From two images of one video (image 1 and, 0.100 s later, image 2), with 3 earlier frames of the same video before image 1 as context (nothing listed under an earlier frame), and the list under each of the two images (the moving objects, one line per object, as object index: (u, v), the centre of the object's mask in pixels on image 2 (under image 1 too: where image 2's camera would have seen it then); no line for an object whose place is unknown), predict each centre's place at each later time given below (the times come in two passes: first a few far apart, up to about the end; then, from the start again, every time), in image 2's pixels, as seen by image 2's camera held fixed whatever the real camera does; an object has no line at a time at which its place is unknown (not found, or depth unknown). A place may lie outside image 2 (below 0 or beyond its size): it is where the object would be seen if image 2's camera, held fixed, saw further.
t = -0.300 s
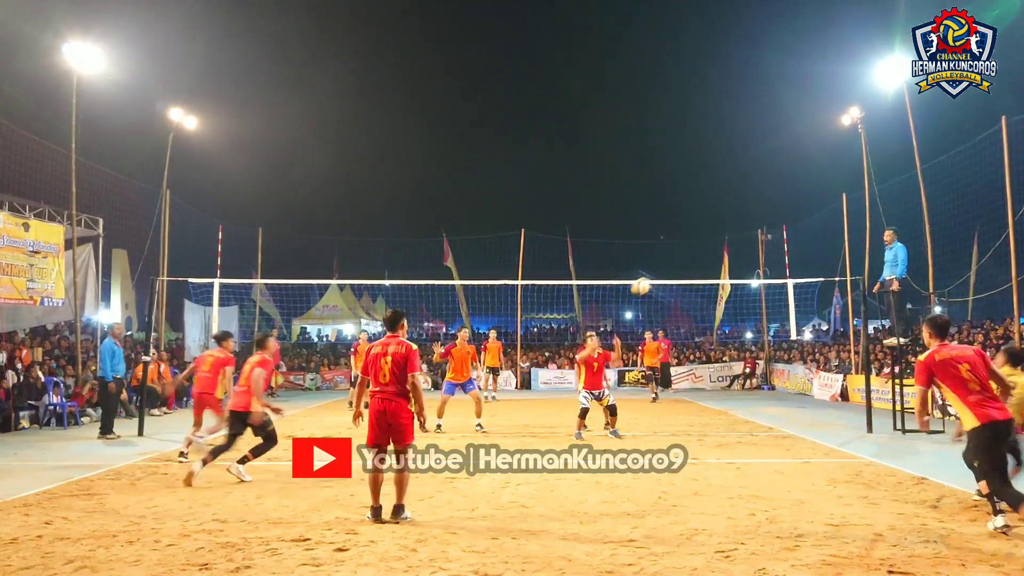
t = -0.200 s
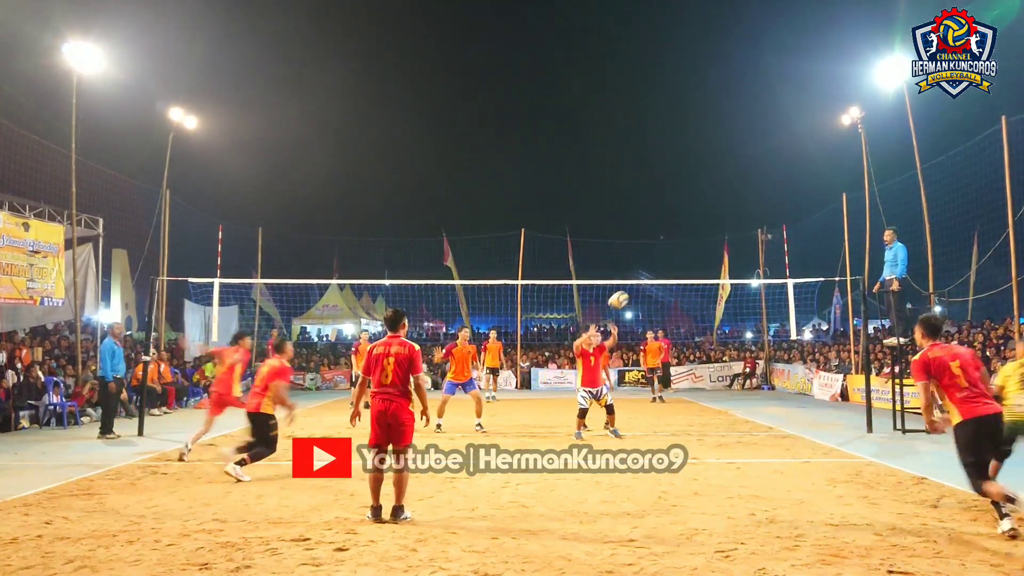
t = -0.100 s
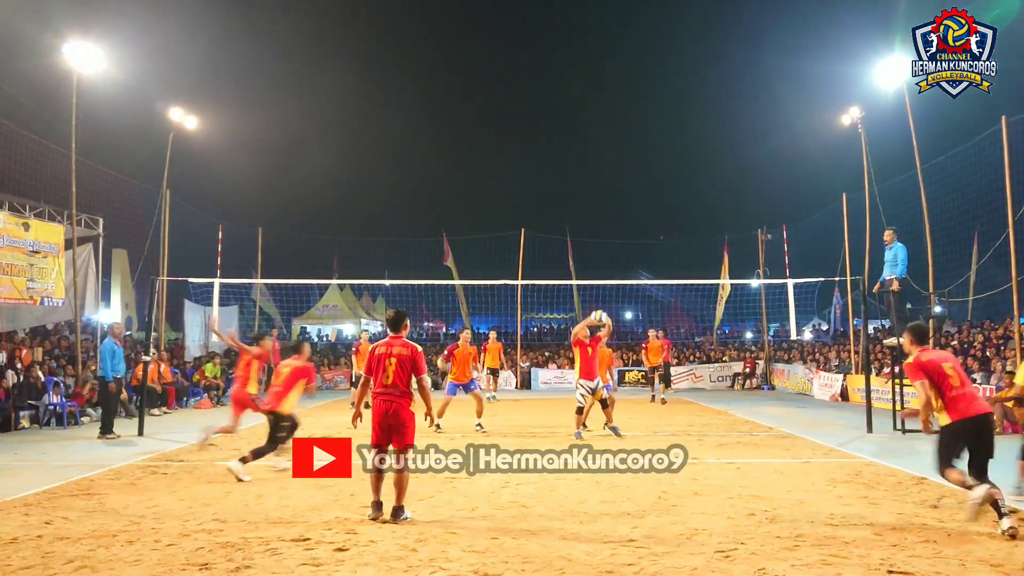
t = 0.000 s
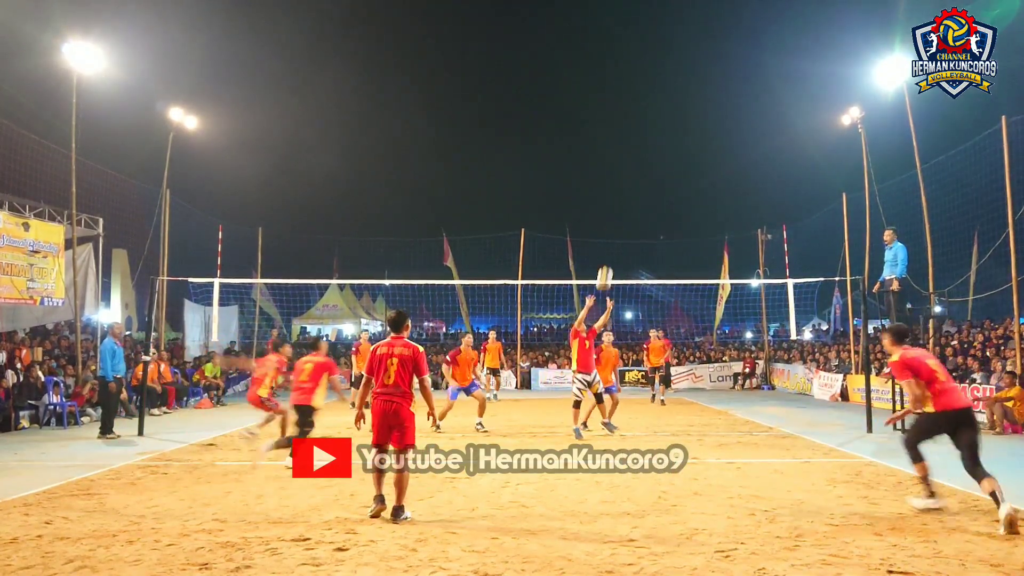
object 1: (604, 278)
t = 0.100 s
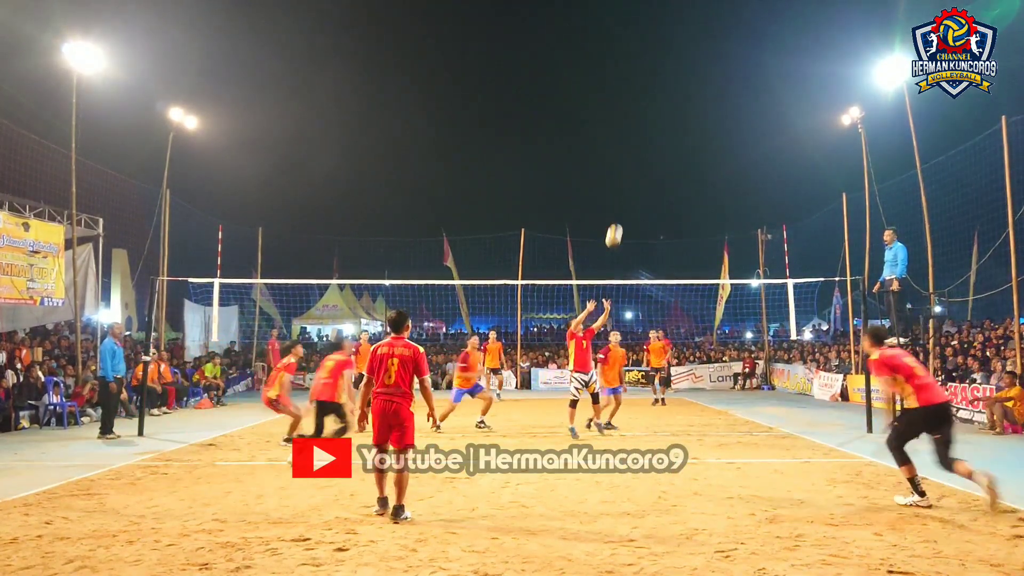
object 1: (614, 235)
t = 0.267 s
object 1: (630, 181)
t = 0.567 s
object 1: (660, 127)
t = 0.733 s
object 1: (677, 123)
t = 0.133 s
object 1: (617, 223)
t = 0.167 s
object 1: (620, 211)
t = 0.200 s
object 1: (624, 200)
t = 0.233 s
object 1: (627, 190)
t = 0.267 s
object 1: (630, 181)
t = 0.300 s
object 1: (634, 171)
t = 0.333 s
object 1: (637, 163)
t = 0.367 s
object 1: (640, 156)
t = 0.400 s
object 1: (643, 149)
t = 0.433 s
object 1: (646, 143)
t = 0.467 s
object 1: (650, 138)
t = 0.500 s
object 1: (653, 133)
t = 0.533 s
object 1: (656, 130)
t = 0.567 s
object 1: (660, 127)
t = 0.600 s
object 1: (663, 125)
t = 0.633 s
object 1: (666, 123)
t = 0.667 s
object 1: (670, 123)
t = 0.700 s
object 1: (673, 123)
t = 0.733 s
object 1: (677, 123)
